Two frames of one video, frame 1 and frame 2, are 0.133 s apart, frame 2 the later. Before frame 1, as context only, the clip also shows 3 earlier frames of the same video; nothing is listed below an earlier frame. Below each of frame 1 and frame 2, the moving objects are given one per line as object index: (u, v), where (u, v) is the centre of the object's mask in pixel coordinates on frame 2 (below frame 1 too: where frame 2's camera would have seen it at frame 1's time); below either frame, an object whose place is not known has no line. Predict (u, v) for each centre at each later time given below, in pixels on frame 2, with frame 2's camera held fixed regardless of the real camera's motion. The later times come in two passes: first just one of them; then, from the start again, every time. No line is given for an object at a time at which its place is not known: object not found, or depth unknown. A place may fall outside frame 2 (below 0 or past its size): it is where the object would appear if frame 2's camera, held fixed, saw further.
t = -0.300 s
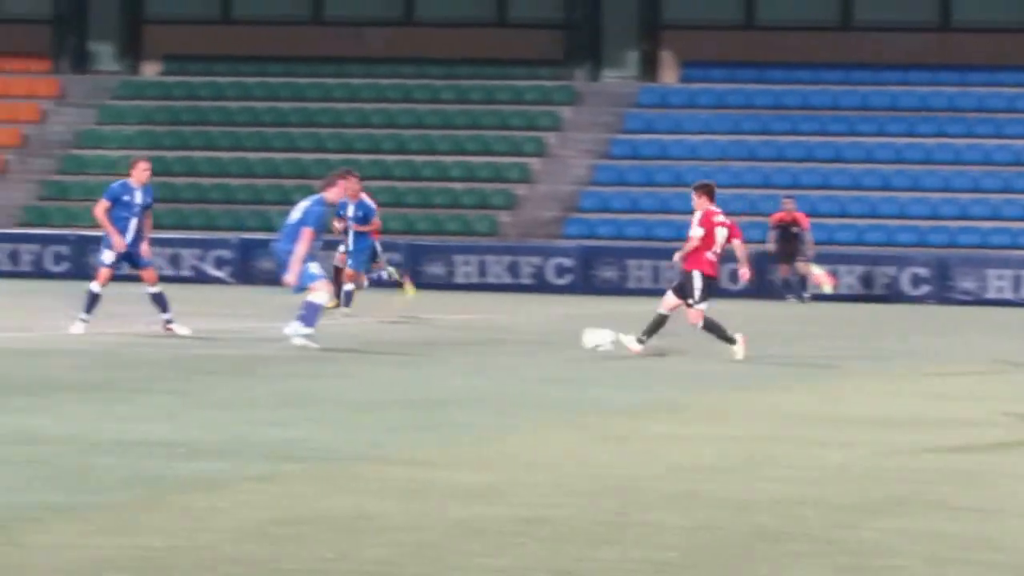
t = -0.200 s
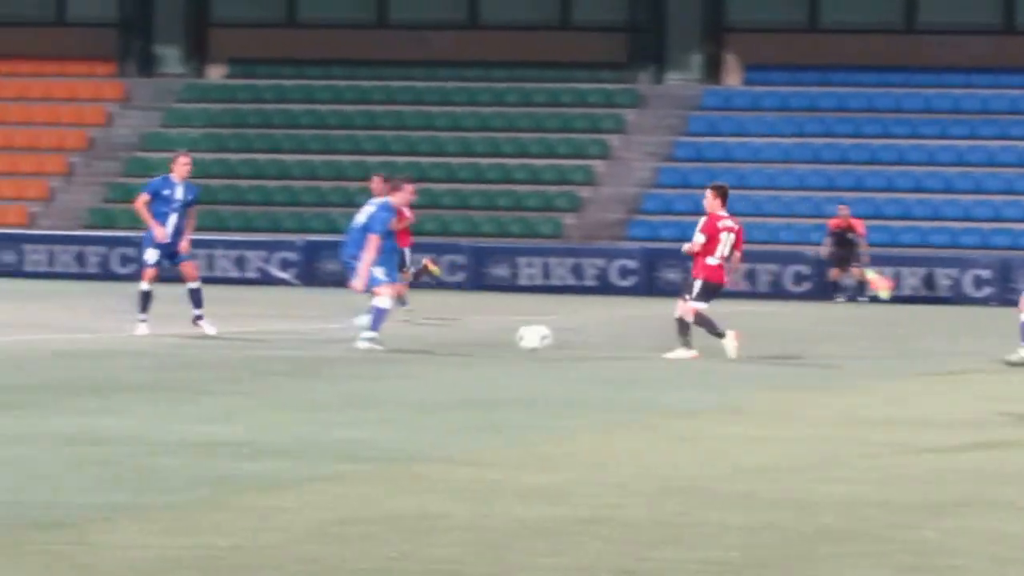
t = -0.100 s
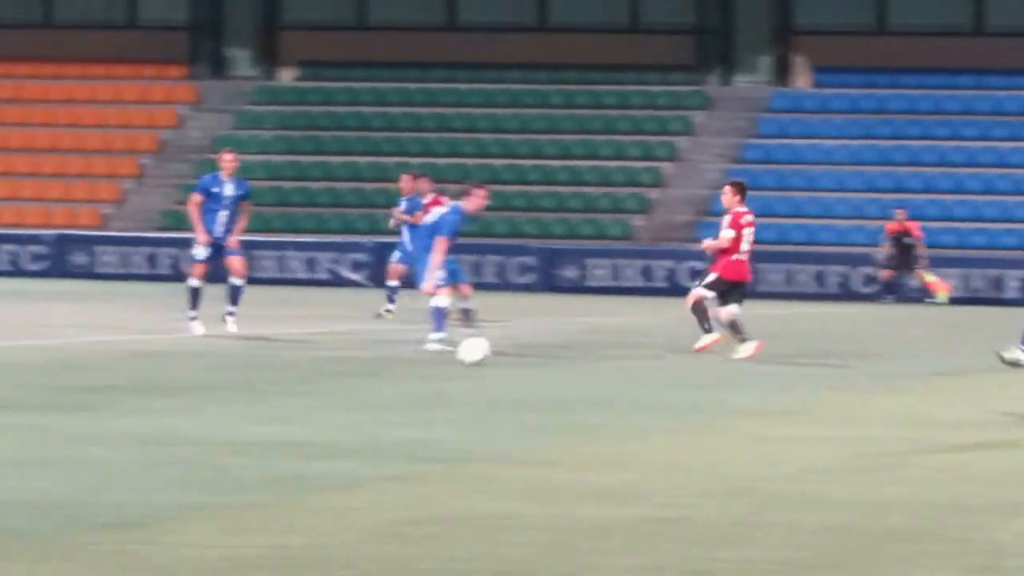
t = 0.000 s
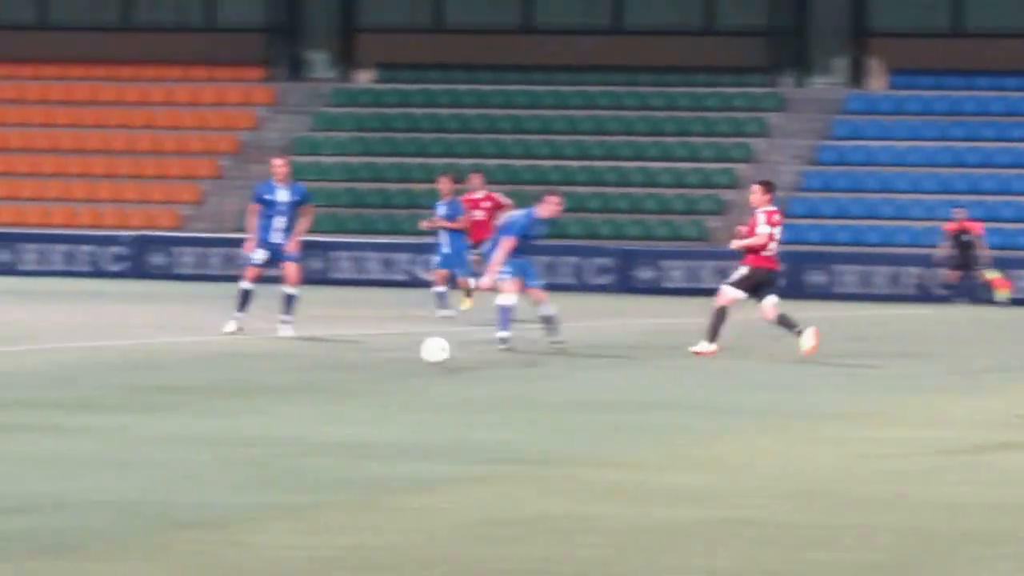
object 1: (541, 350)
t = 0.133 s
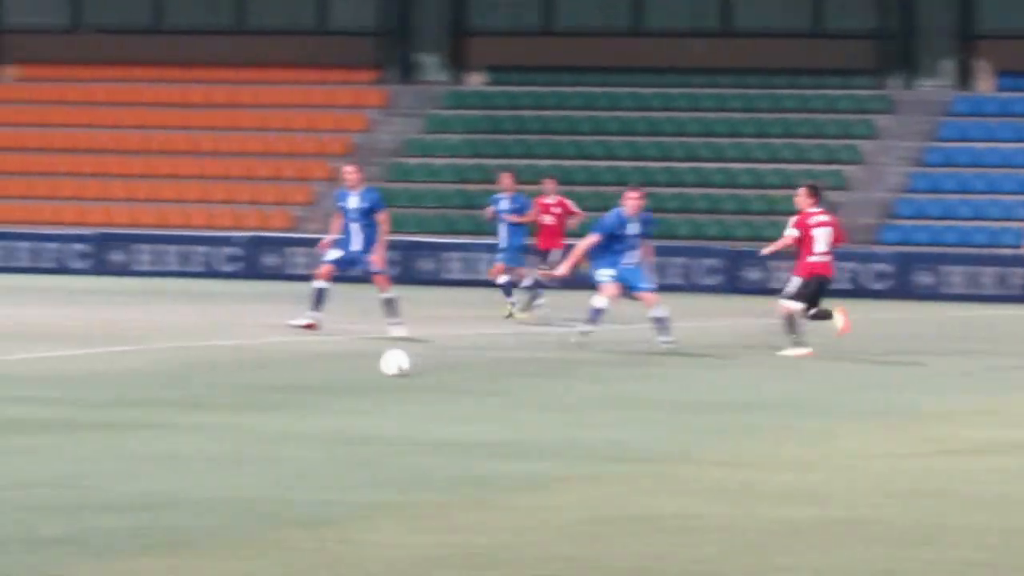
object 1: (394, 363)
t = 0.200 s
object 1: (330, 360)
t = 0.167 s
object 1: (363, 362)
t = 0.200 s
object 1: (330, 360)
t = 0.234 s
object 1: (299, 362)
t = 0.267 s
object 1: (268, 365)
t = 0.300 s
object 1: (232, 369)
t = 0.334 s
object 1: (202, 367)
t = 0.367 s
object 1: (172, 366)
